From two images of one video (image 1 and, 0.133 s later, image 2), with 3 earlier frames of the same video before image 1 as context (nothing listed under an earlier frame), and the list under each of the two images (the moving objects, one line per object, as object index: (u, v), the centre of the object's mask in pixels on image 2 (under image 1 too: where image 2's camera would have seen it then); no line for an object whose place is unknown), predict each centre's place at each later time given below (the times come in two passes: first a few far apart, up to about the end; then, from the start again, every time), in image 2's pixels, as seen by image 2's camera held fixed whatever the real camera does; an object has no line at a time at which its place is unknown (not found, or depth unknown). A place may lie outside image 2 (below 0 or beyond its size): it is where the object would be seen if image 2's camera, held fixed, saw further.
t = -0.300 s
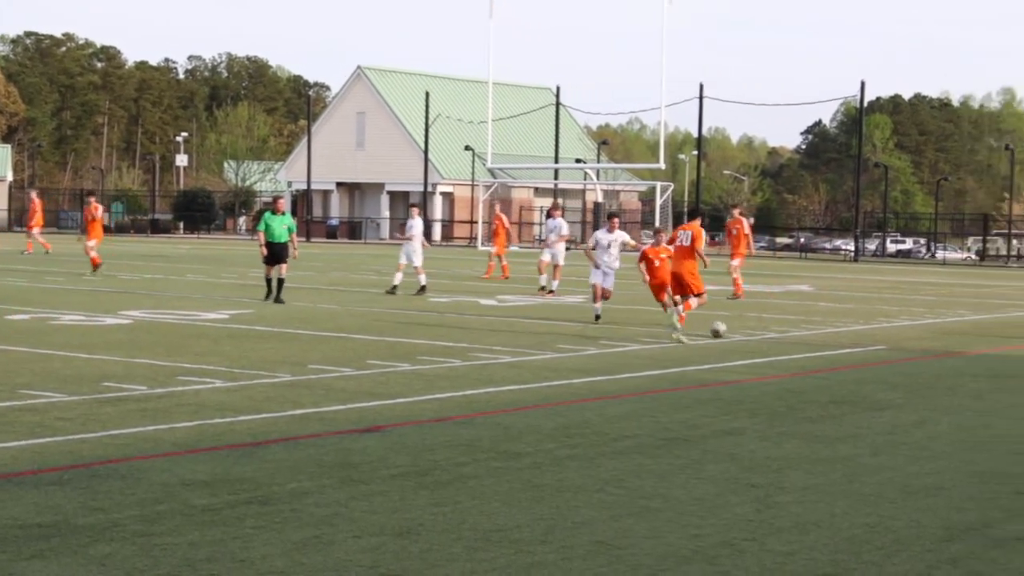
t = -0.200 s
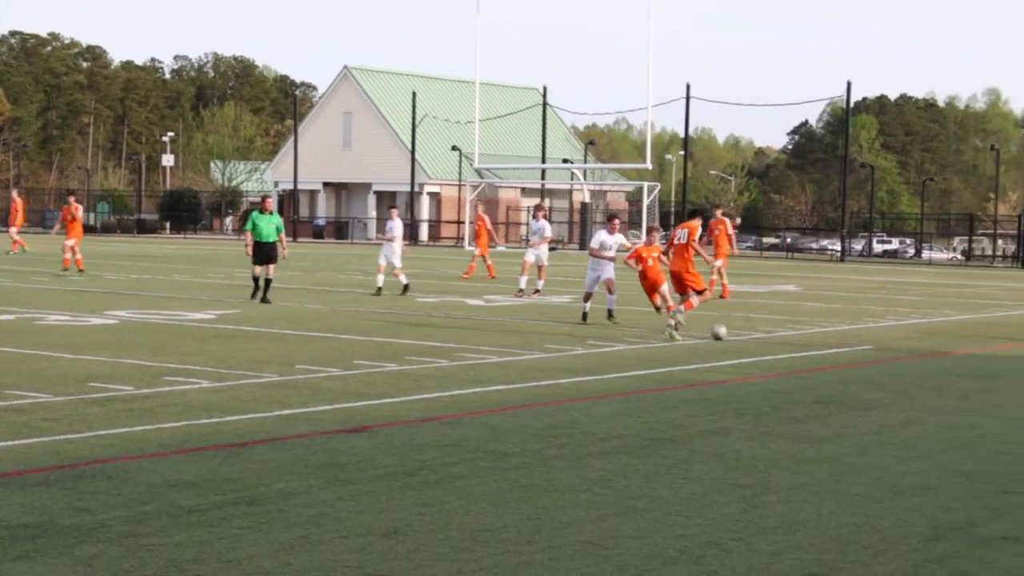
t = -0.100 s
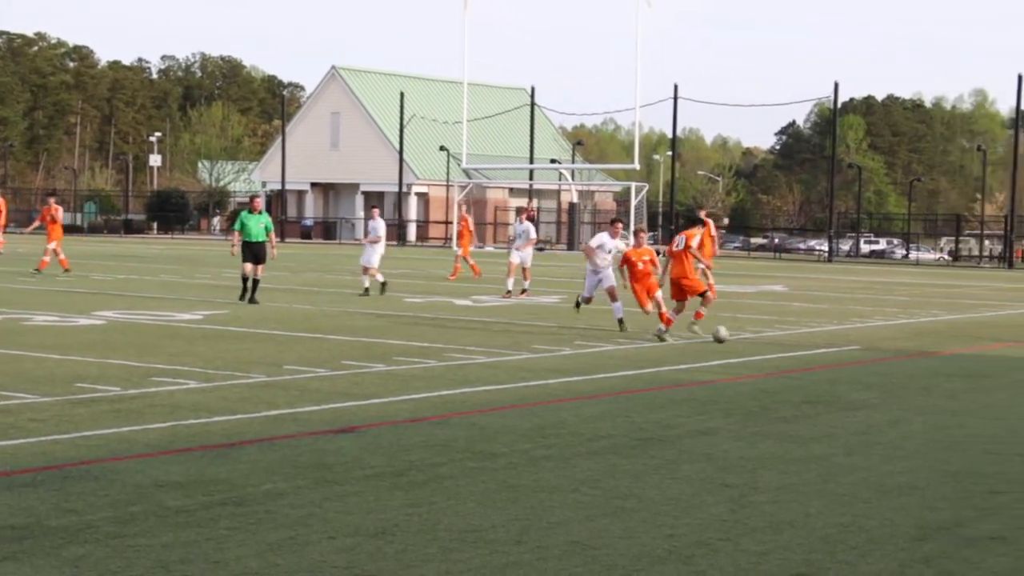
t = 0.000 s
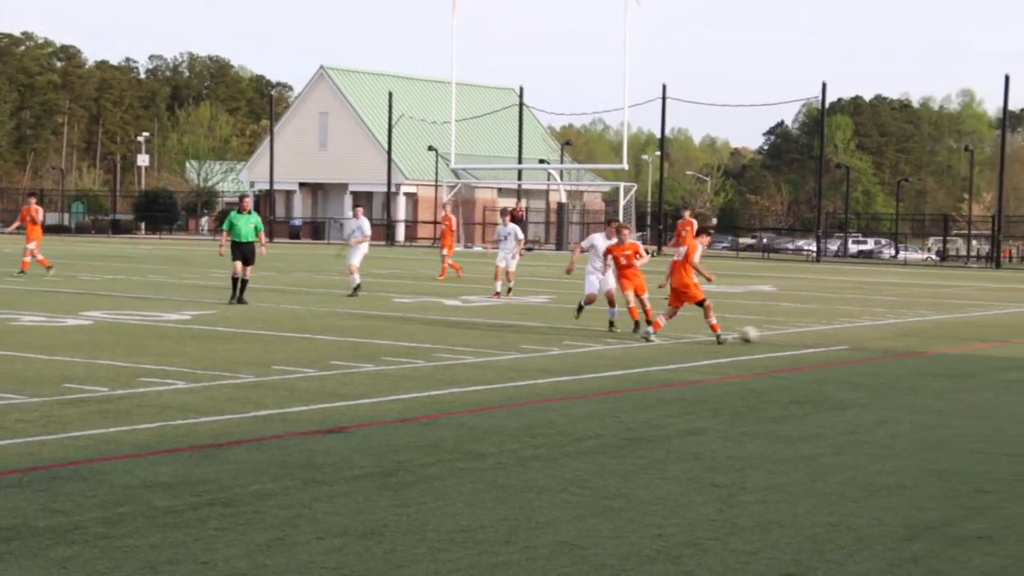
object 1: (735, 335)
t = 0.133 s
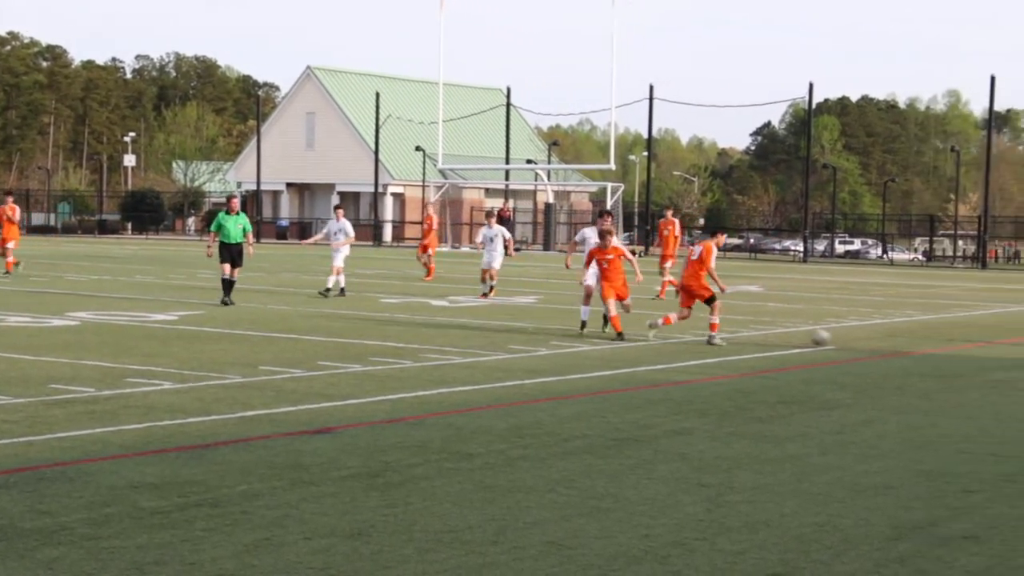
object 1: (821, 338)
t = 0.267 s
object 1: (899, 337)
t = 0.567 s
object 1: (1056, 346)
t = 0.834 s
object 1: (1177, 354)
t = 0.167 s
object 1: (841, 340)
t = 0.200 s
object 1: (860, 339)
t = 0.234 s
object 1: (879, 338)
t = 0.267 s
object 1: (899, 337)
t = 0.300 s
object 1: (917, 338)
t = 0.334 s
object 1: (935, 339)
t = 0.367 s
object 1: (953, 340)
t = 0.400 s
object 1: (971, 343)
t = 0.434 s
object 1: (990, 344)
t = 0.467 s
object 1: (1006, 344)
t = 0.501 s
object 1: (1022, 344)
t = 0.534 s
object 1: (1039, 345)
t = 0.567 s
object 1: (1056, 346)
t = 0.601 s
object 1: (1074, 349)
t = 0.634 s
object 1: (1088, 347)
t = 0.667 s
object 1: (1103, 347)
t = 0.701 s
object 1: (1118, 346)
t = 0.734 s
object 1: (1133, 347)
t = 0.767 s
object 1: (1148, 348)
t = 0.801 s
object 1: (1163, 351)
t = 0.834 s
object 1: (1177, 354)
